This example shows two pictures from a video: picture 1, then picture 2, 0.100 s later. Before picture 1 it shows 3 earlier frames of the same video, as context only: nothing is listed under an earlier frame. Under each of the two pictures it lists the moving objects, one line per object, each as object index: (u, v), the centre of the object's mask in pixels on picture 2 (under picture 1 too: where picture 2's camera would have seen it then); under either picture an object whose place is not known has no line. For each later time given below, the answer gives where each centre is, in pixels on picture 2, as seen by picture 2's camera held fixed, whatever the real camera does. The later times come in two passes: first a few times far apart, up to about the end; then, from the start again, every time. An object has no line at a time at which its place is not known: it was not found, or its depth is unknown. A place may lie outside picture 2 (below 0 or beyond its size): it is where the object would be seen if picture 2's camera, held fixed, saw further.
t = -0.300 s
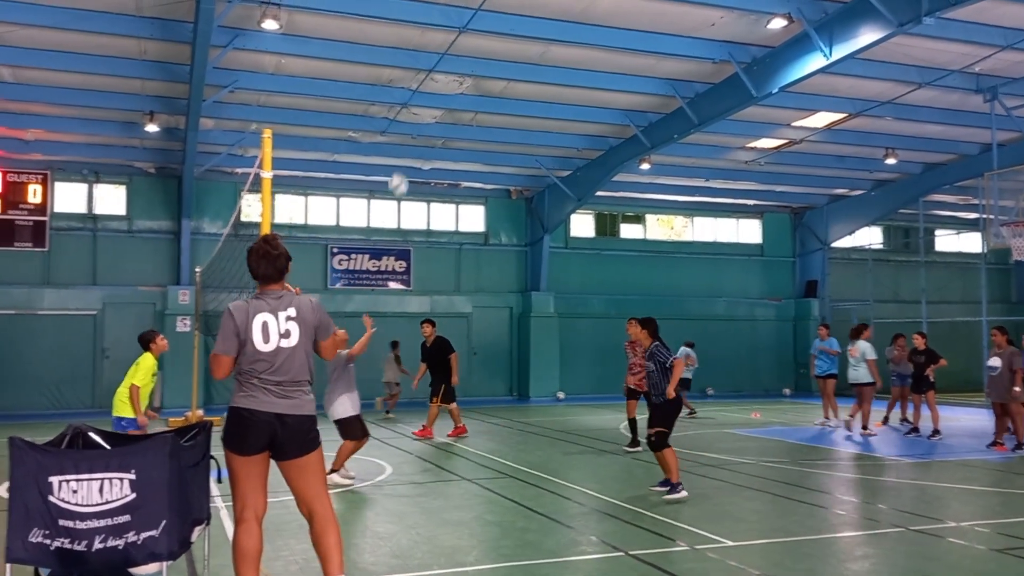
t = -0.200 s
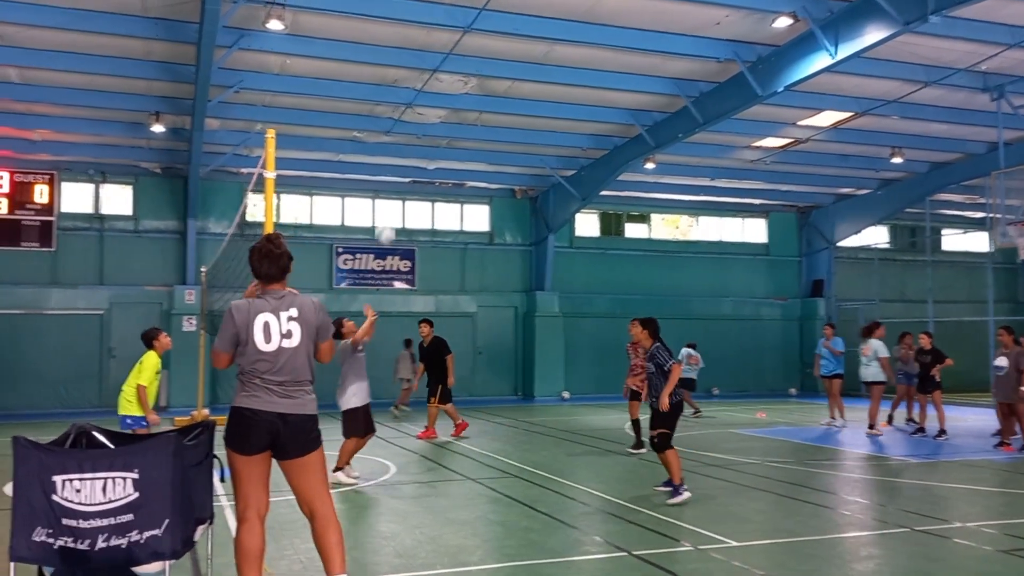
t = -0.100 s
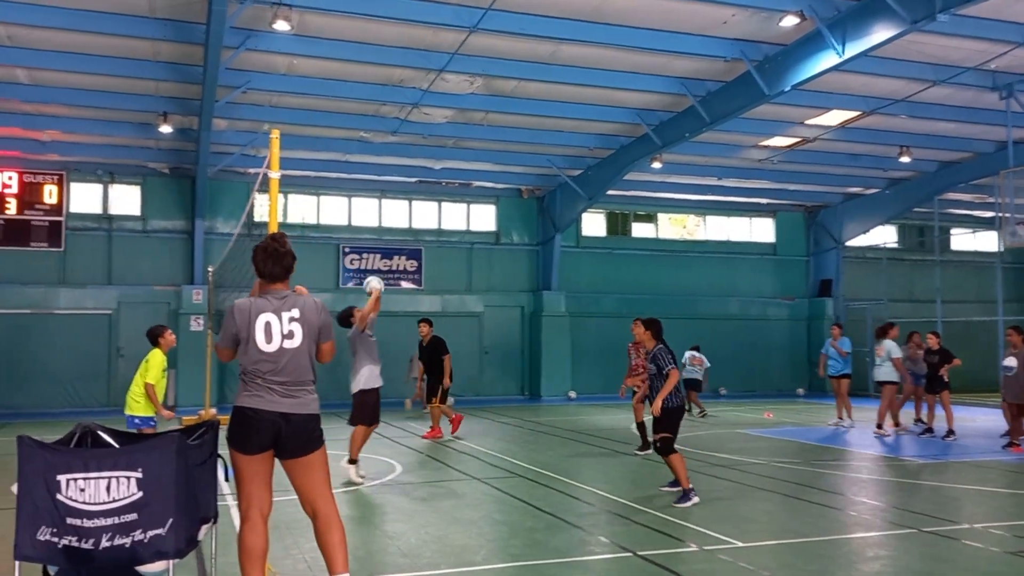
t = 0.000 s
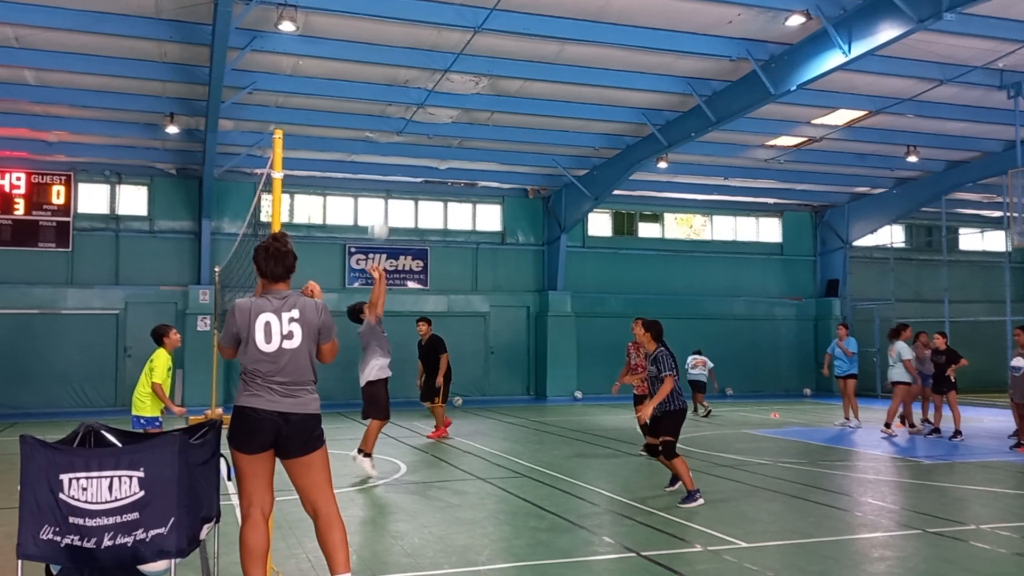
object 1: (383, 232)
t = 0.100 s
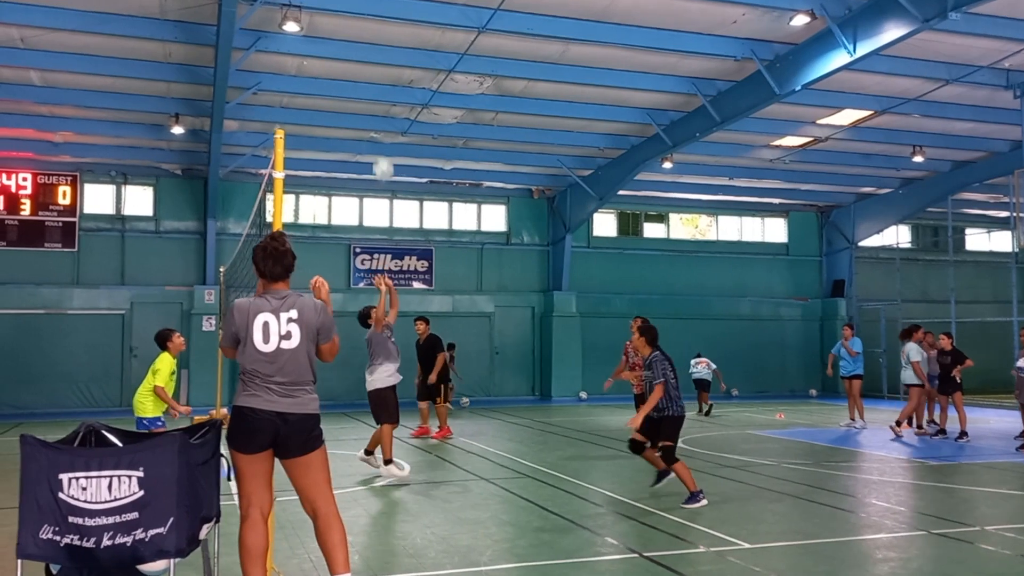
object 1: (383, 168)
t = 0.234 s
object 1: (385, 105)
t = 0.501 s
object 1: (386, 25)
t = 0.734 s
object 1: (387, 11)
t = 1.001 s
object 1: (388, 64)
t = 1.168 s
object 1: (387, 135)
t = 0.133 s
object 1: (383, 151)
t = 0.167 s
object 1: (383, 134)
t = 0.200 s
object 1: (384, 120)
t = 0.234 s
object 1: (385, 105)
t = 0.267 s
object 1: (386, 92)
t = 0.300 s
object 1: (385, 78)
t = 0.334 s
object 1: (387, 67)
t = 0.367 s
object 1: (386, 57)
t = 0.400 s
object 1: (386, 48)
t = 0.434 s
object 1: (386, 39)
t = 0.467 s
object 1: (386, 31)
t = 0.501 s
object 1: (386, 25)
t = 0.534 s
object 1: (387, 20)
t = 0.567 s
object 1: (387, 16)
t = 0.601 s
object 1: (387, 14)
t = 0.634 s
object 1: (388, 11)
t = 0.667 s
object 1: (388, 10)
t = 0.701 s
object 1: (388, 10)
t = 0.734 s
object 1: (387, 11)
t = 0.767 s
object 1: (388, 14)
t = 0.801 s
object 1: (387, 18)
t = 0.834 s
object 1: (388, 22)
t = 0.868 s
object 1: (388, 28)
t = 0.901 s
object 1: (387, 35)
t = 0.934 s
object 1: (387, 44)
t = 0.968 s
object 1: (388, 54)
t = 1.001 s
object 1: (388, 64)
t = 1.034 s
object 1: (388, 75)
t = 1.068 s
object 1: (387, 88)
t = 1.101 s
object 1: (386, 102)
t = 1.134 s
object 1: (387, 118)
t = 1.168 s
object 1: (387, 135)
